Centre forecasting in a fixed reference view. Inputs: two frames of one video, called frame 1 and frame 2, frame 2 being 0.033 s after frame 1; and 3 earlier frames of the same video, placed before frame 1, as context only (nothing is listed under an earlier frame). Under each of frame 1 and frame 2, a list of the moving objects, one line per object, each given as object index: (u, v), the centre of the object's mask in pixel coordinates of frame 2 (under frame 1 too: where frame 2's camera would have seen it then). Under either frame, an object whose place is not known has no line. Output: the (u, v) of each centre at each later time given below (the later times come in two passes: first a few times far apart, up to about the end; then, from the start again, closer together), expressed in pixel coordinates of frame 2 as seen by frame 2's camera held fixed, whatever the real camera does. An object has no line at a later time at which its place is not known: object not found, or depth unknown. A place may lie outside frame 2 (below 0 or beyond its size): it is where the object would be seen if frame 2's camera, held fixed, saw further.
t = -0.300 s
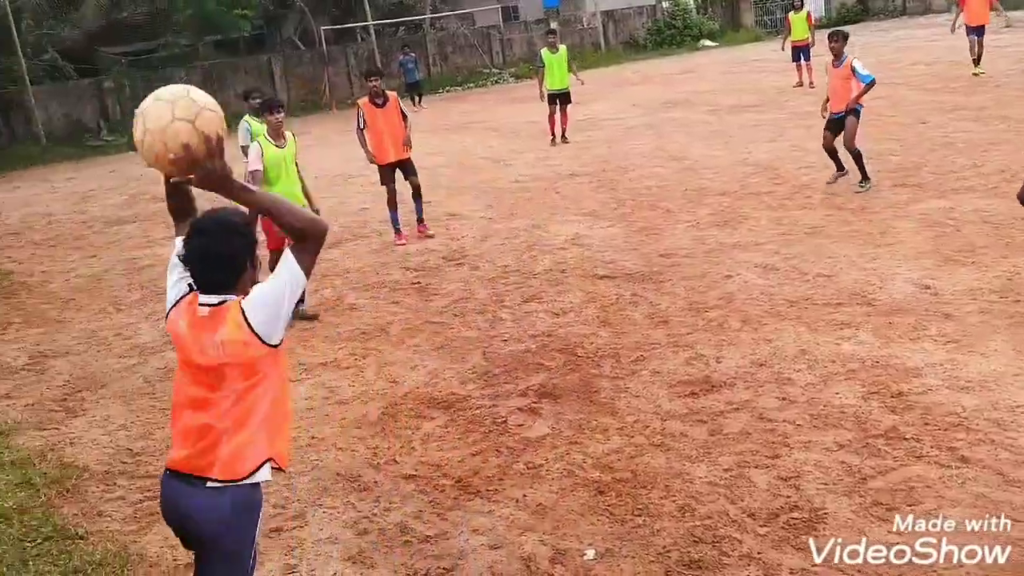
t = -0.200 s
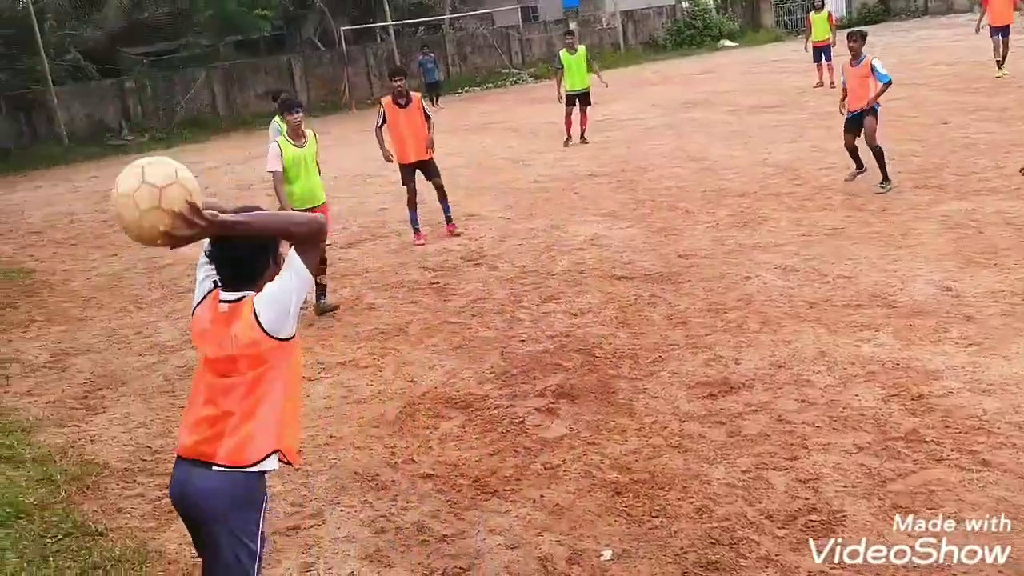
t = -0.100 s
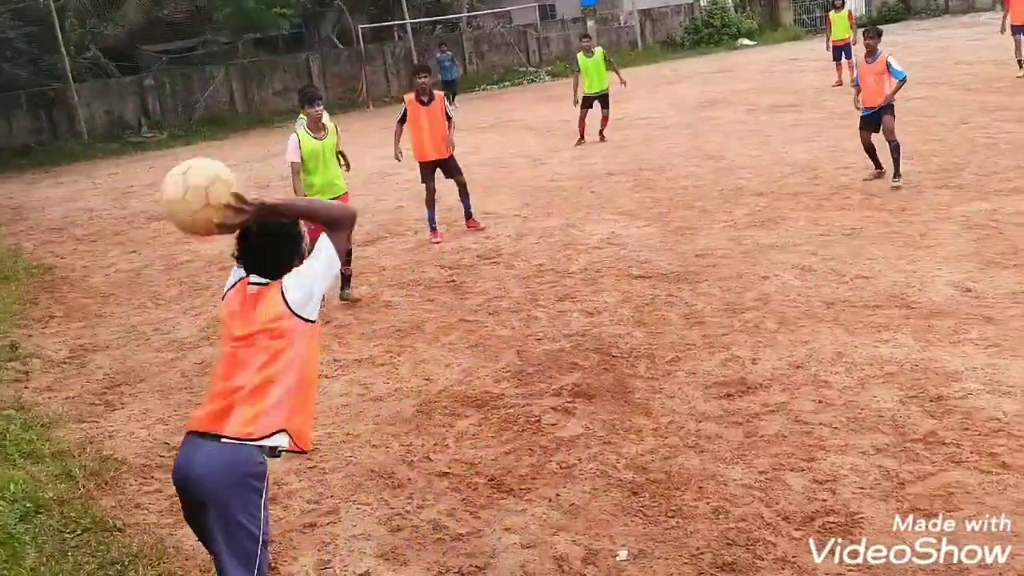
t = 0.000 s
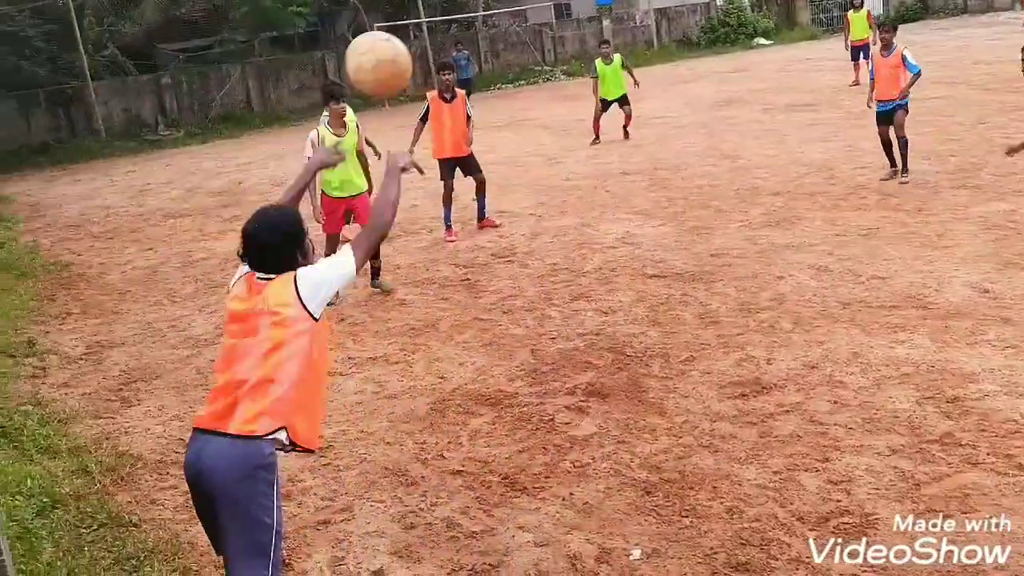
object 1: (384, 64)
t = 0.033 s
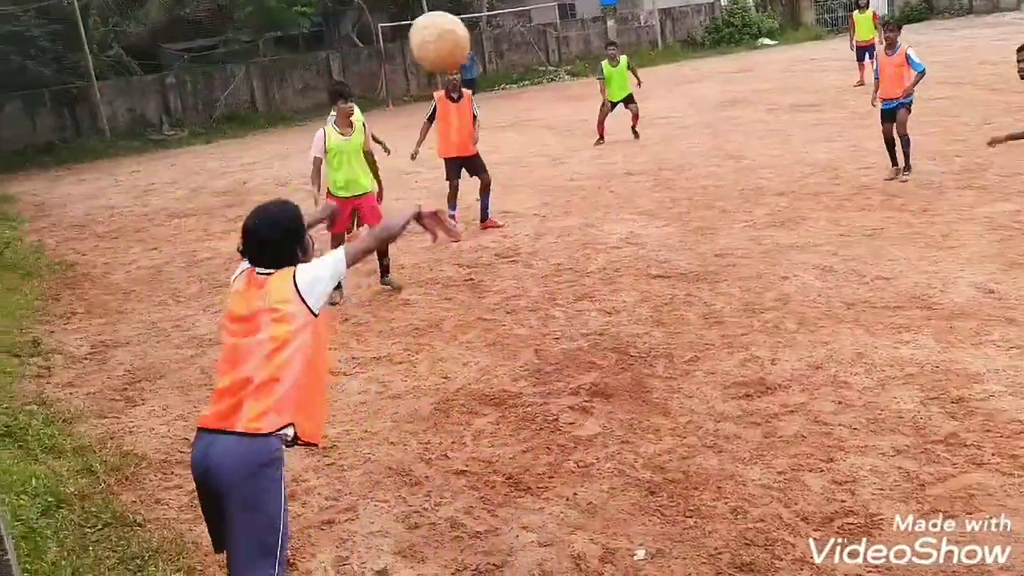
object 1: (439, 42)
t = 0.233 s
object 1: (659, 10)
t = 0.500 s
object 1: (802, 67)
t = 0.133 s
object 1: (570, 14)
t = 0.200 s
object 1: (634, 11)
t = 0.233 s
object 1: (659, 10)
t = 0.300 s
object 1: (705, 15)
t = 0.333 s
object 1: (725, 20)
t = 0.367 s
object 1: (743, 29)
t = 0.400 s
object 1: (759, 36)
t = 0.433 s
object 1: (775, 45)
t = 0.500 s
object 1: (802, 67)
